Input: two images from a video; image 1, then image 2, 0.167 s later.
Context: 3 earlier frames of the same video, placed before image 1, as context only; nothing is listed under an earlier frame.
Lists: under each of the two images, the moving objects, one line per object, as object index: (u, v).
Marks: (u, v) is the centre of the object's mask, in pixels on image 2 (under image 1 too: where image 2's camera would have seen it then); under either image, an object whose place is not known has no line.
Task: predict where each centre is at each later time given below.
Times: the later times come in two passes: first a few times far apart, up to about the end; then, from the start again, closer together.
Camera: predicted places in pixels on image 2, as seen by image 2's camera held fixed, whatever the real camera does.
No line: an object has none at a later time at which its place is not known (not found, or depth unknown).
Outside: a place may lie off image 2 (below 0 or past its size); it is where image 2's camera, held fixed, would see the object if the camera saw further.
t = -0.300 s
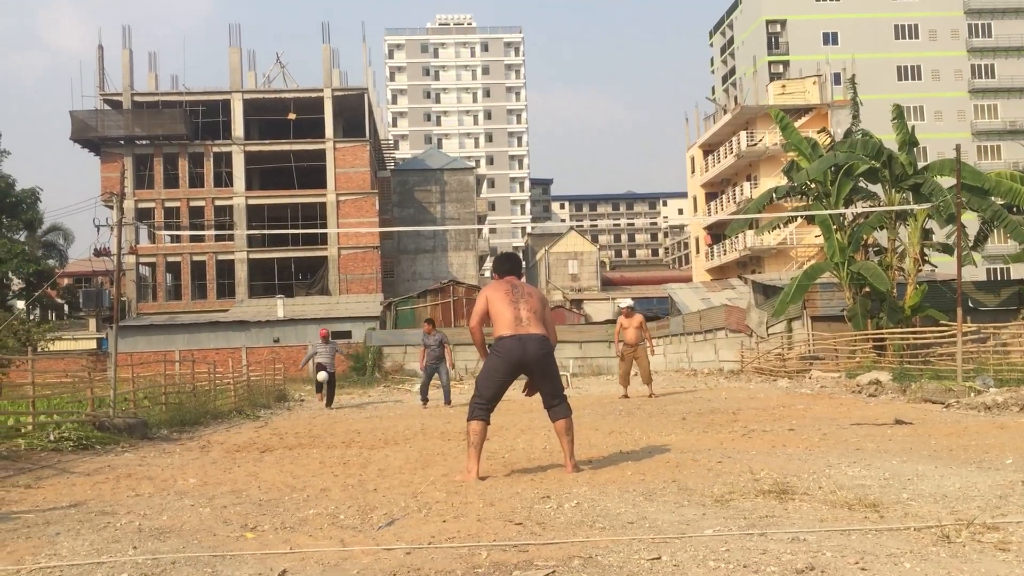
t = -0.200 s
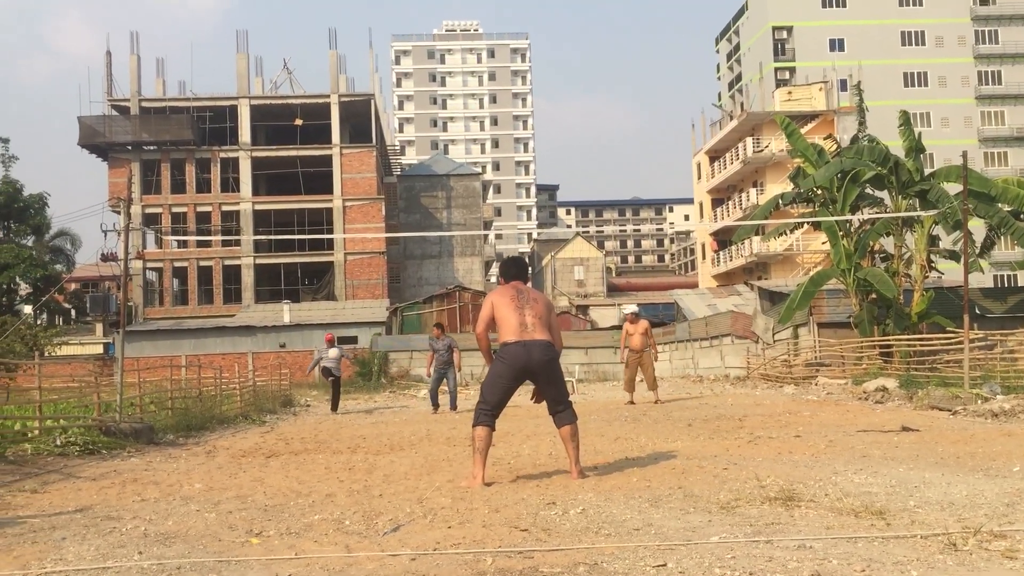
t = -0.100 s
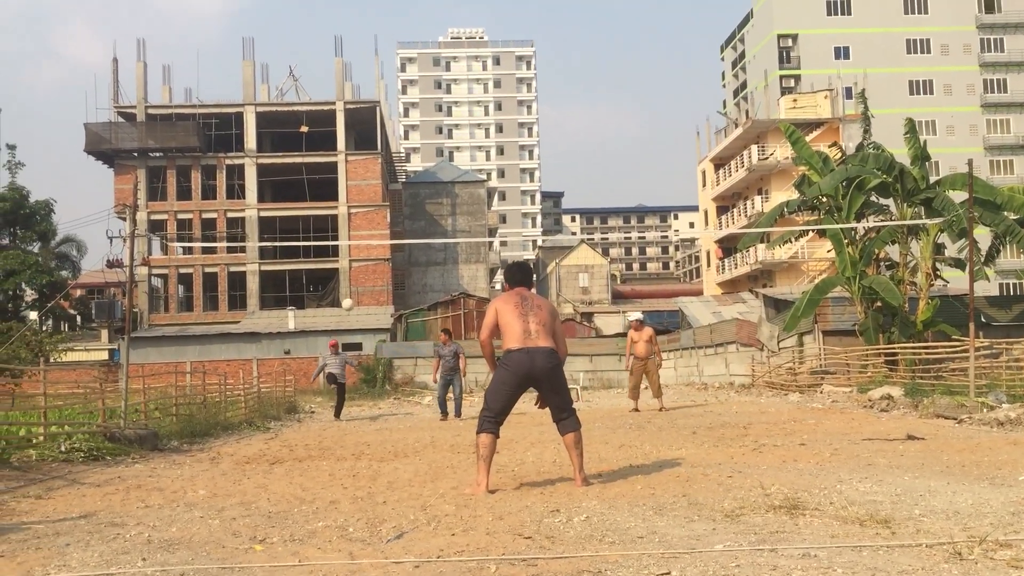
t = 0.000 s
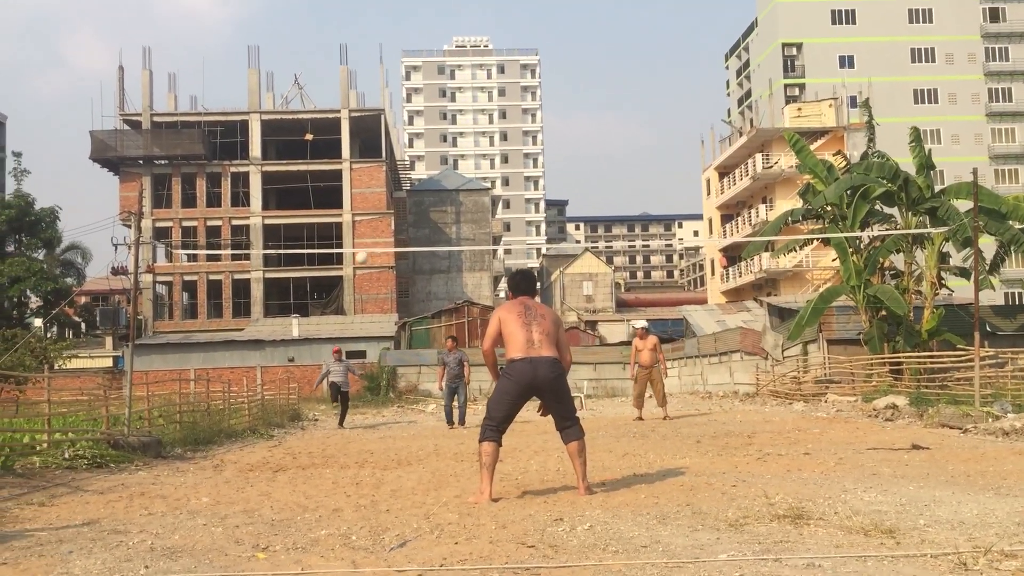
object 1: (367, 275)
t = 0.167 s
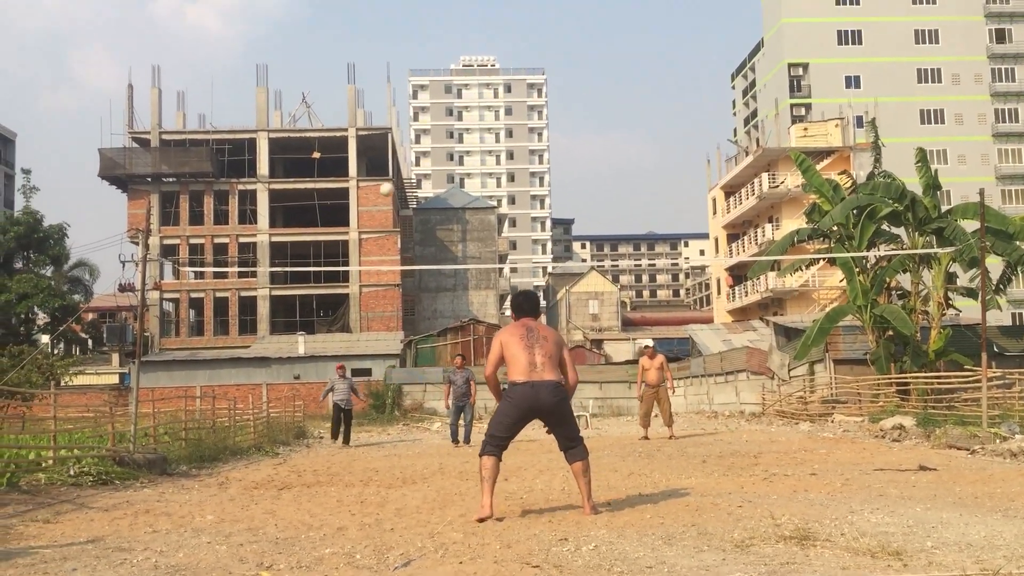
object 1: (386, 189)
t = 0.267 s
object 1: (399, 141)
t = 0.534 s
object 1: (434, 25)
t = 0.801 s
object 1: (474, -63)
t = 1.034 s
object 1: (519, -109)
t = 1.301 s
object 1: (585, -102)
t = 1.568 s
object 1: (692, 25)
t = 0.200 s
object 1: (391, 173)
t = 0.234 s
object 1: (395, 157)
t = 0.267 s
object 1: (399, 141)
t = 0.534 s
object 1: (434, 25)
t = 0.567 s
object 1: (438, 12)
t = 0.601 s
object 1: (443, 0)
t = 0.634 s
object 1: (447, -12)
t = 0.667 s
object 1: (452, -23)
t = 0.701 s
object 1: (457, -34)
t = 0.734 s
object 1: (462, -44)
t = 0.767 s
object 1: (468, -54)
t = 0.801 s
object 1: (474, -63)
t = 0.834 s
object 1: (479, -71)
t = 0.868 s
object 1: (486, -79)
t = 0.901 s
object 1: (492, -87)
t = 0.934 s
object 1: (499, -93)
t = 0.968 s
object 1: (505, -99)
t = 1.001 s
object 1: (512, -105)
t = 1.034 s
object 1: (519, -109)
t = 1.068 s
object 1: (526, -113)
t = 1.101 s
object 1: (533, -115)
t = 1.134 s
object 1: (541, -116)
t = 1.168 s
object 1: (549, -116)
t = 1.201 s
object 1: (558, -115)
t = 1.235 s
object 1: (566, -112)
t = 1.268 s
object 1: (576, -108)
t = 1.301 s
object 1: (585, -102)
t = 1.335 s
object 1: (596, -94)
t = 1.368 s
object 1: (608, -85)
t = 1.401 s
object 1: (620, -73)
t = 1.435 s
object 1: (633, -60)
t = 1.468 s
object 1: (647, -42)
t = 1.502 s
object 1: (661, -23)
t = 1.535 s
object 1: (677, -1)
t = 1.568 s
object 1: (692, 25)
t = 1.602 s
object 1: (708, 55)
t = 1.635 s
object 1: (725, 87)
